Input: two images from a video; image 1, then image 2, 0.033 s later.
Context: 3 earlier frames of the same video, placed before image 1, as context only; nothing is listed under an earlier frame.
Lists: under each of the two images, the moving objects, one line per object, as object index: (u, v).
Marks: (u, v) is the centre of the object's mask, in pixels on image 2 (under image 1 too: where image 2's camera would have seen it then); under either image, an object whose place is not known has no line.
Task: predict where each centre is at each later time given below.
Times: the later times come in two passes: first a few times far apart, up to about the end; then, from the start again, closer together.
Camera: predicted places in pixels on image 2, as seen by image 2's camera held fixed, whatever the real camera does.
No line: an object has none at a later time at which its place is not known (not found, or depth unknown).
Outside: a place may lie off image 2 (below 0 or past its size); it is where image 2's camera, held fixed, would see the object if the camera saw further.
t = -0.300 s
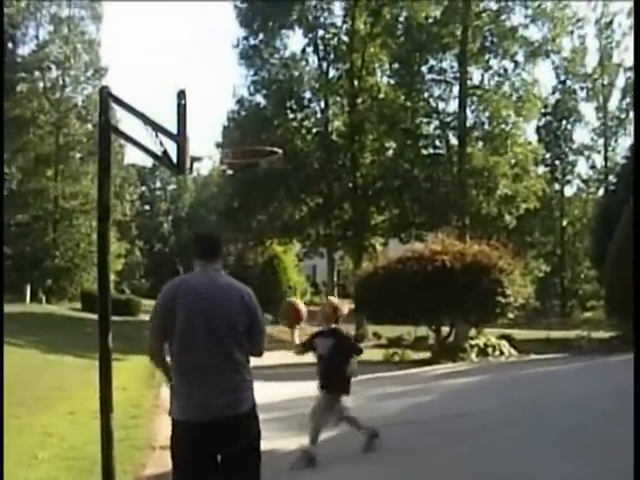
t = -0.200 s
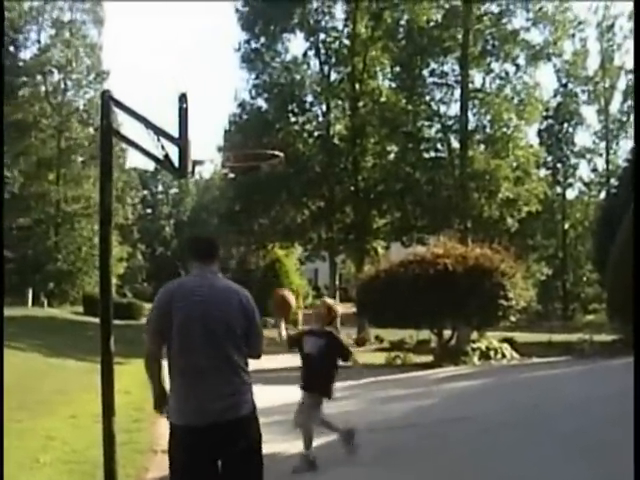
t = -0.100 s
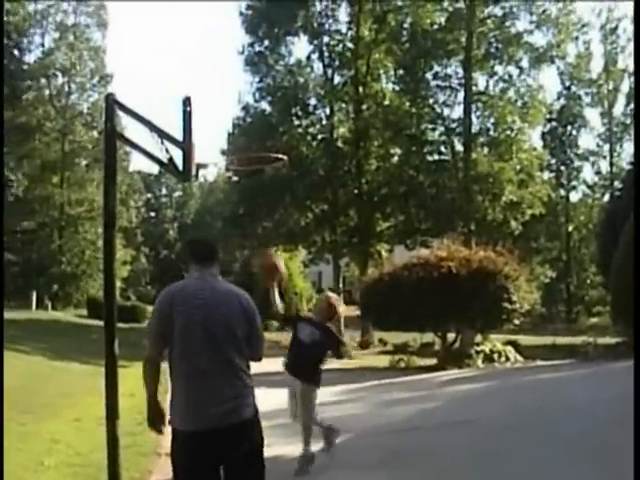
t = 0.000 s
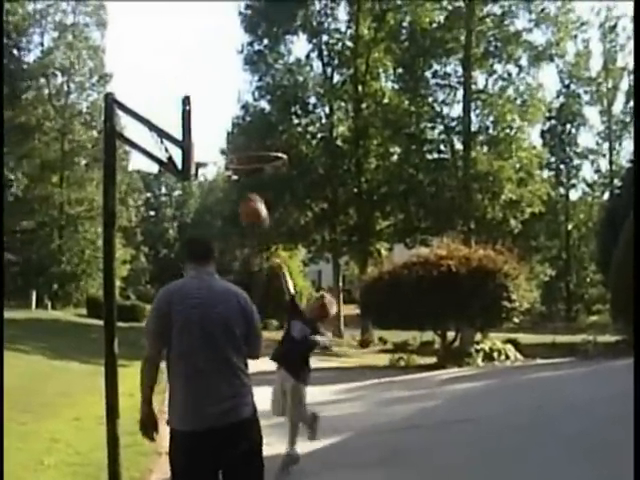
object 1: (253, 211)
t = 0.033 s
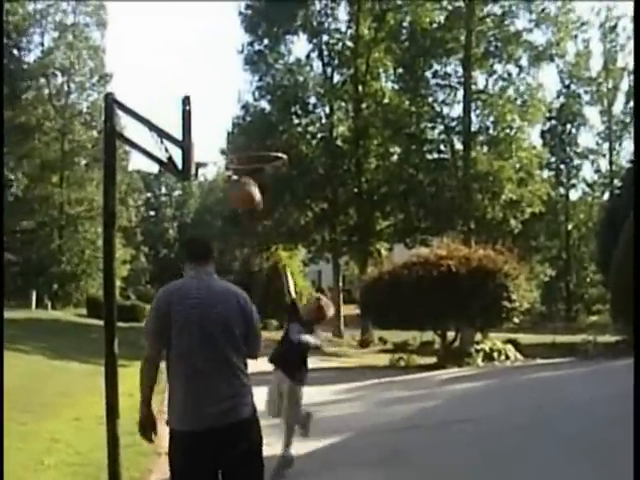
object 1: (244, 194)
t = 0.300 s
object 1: (212, 119)
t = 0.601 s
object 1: (236, 141)
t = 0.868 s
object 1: (271, 144)
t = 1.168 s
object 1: (236, 148)
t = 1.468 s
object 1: (244, 147)
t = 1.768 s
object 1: (262, 164)
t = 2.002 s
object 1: (242, 238)
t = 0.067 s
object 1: (241, 182)
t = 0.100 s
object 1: (231, 162)
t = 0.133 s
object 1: (224, 153)
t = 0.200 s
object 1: (210, 134)
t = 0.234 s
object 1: (209, 128)
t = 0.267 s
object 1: (210, 123)
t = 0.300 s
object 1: (212, 119)
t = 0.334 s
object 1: (214, 118)
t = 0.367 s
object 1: (215, 117)
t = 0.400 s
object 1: (217, 118)
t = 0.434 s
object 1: (219, 121)
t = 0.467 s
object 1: (222, 125)
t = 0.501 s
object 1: (224, 131)
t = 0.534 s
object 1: (226, 139)
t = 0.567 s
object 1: (229, 145)
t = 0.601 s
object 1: (236, 141)
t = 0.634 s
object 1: (242, 140)
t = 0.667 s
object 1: (248, 138)
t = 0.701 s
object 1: (257, 139)
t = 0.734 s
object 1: (263, 140)
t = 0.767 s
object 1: (270, 141)
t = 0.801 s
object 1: (271, 142)
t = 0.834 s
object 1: (271, 142)
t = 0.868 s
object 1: (271, 144)
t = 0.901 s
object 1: (270, 145)
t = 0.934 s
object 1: (268, 145)
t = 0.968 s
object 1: (264, 145)
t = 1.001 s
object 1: (260, 145)
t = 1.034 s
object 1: (255, 146)
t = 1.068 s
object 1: (249, 146)
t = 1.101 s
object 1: (243, 148)
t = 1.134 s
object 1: (240, 148)
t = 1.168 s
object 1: (236, 148)
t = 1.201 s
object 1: (232, 148)
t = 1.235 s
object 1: (229, 148)
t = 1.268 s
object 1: (228, 149)
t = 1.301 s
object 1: (229, 147)
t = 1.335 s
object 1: (230, 147)
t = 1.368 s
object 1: (232, 146)
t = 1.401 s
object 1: (236, 147)
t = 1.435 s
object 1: (240, 147)
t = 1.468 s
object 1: (244, 147)
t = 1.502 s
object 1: (248, 146)
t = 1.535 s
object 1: (254, 144)
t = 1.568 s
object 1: (258, 145)
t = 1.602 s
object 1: (263, 146)
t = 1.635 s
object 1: (266, 147)
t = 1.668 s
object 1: (268, 148)
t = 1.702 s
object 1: (266, 156)
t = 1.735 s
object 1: (265, 159)
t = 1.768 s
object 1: (262, 164)
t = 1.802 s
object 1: (258, 171)
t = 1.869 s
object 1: (252, 187)
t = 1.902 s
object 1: (247, 197)
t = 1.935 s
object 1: (245, 209)
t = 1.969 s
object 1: (242, 223)
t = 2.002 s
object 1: (242, 238)
